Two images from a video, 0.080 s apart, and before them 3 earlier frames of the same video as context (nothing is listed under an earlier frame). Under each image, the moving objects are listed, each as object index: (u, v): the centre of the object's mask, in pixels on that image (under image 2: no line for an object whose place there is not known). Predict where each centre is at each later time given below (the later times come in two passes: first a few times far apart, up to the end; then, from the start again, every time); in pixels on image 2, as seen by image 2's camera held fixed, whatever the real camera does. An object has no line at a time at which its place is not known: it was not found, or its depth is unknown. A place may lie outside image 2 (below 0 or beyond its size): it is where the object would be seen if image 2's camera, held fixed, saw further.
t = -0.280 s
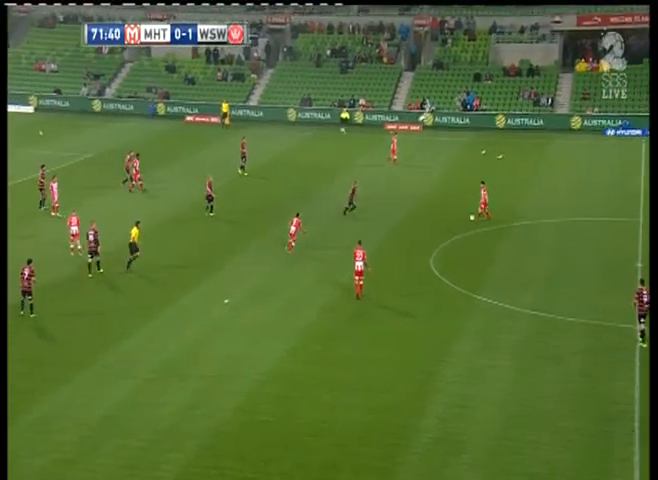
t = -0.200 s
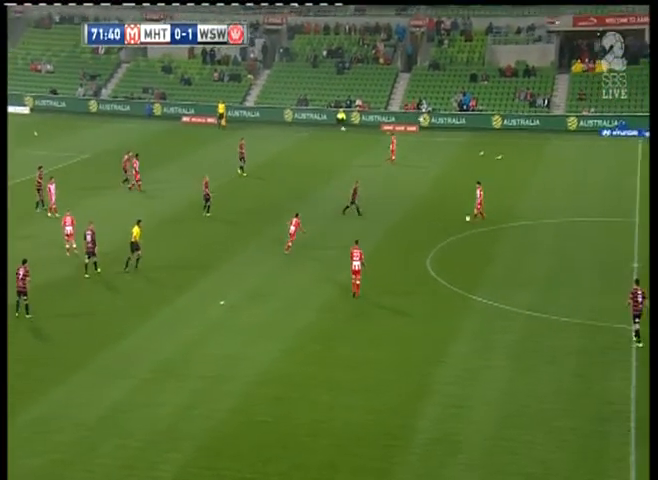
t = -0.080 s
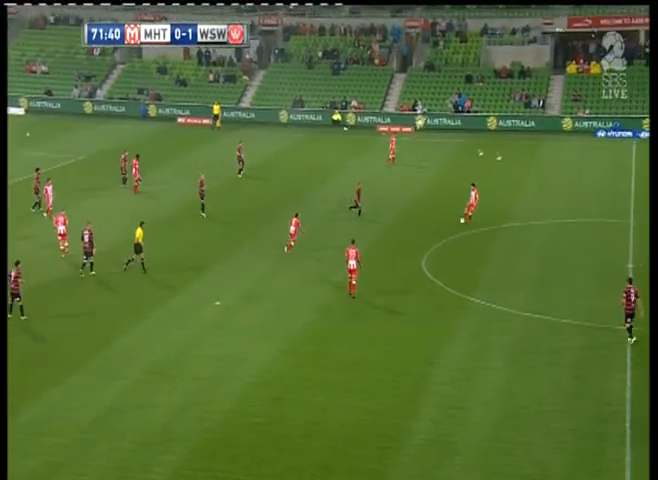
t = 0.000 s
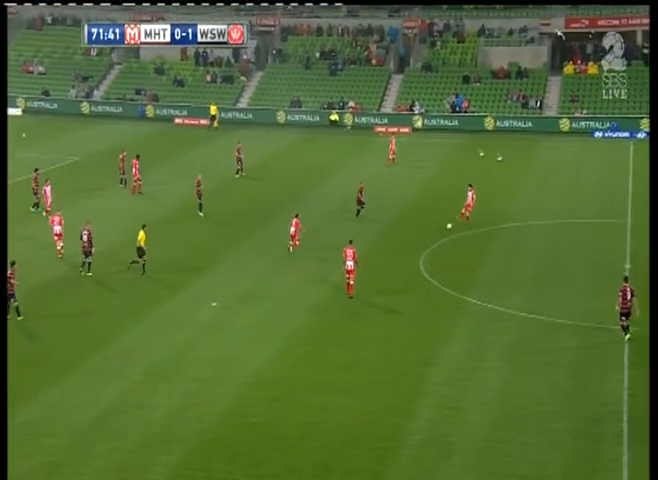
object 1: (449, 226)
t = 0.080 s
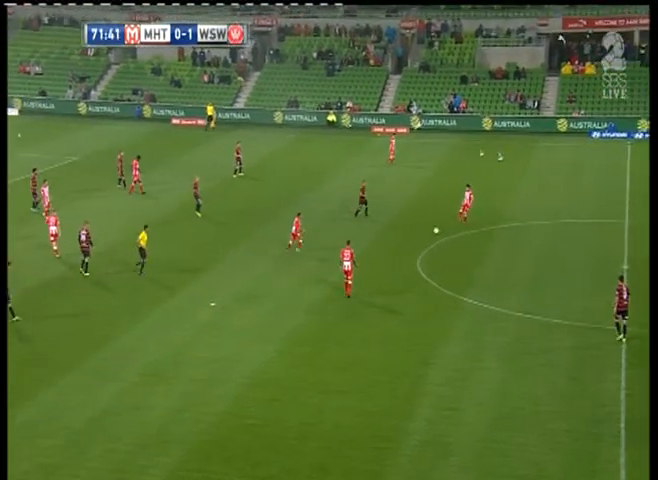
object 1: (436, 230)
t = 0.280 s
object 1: (411, 243)
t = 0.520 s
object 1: (383, 258)
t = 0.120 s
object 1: (431, 232)
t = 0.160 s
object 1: (426, 235)
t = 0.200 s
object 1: (421, 238)
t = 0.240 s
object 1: (416, 241)
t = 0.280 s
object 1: (411, 243)
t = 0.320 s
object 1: (406, 245)
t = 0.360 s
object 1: (401, 248)
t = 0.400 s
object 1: (397, 250)
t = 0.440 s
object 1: (392, 252)
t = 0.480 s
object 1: (387, 255)
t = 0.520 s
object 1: (383, 258)
